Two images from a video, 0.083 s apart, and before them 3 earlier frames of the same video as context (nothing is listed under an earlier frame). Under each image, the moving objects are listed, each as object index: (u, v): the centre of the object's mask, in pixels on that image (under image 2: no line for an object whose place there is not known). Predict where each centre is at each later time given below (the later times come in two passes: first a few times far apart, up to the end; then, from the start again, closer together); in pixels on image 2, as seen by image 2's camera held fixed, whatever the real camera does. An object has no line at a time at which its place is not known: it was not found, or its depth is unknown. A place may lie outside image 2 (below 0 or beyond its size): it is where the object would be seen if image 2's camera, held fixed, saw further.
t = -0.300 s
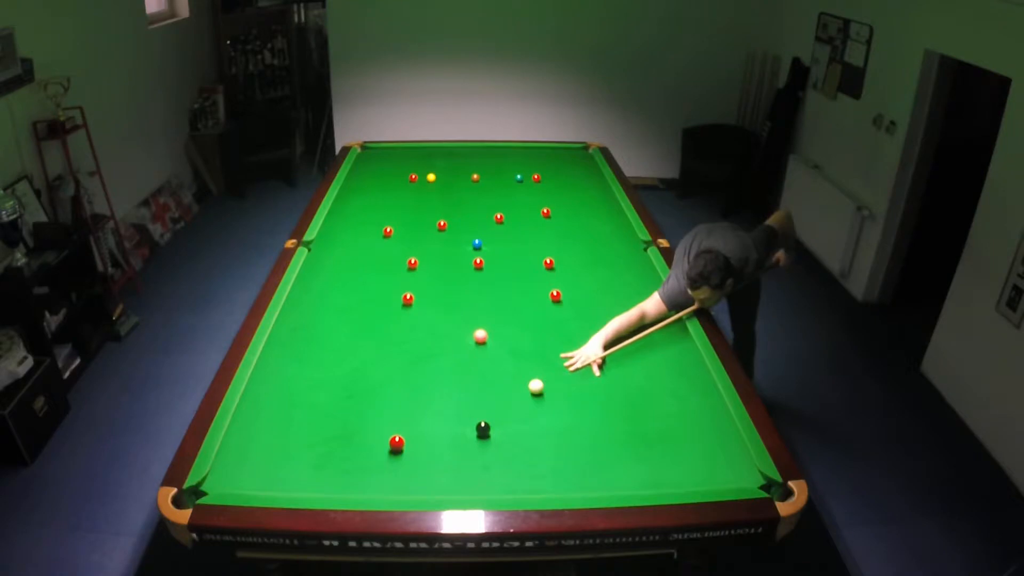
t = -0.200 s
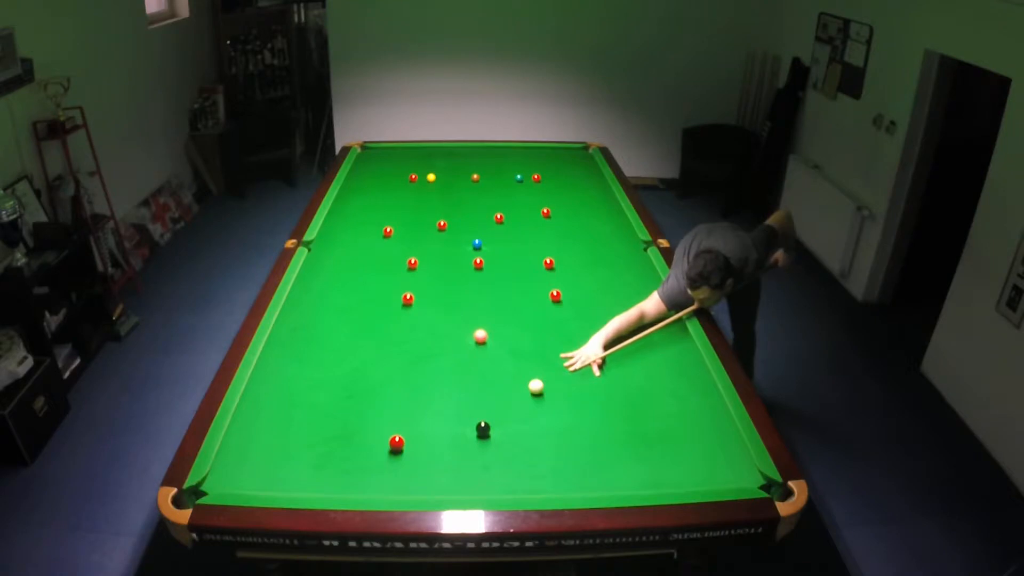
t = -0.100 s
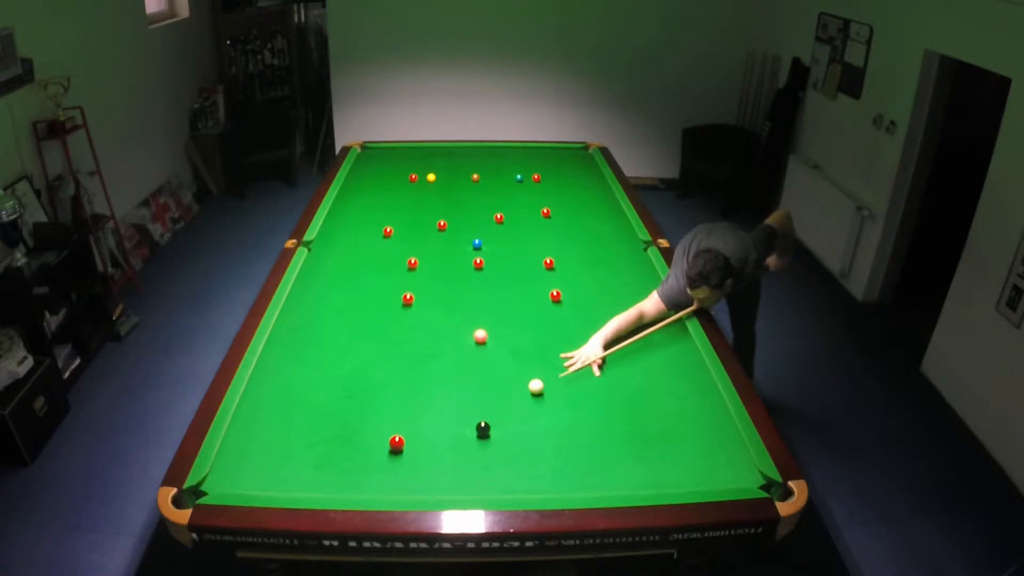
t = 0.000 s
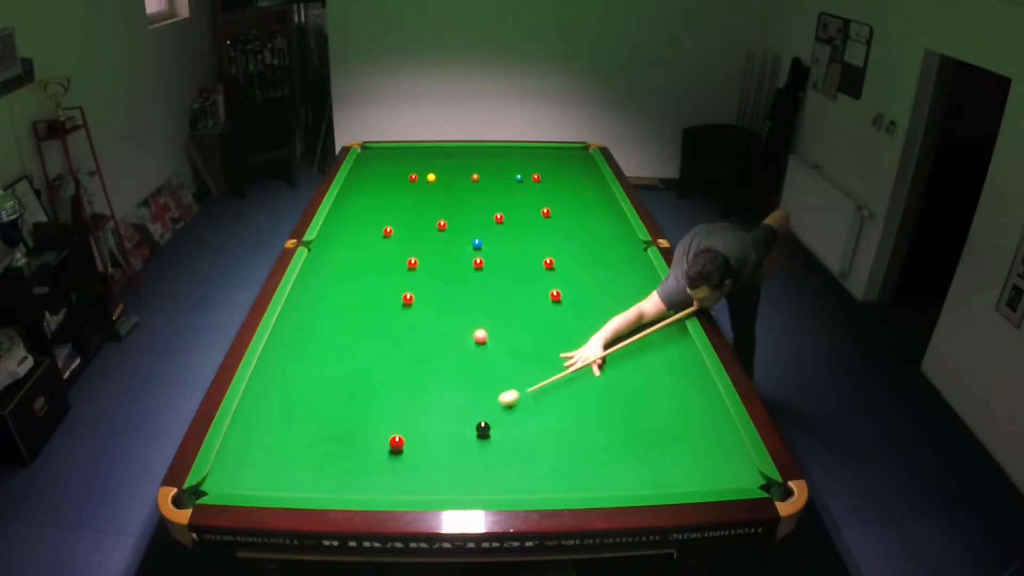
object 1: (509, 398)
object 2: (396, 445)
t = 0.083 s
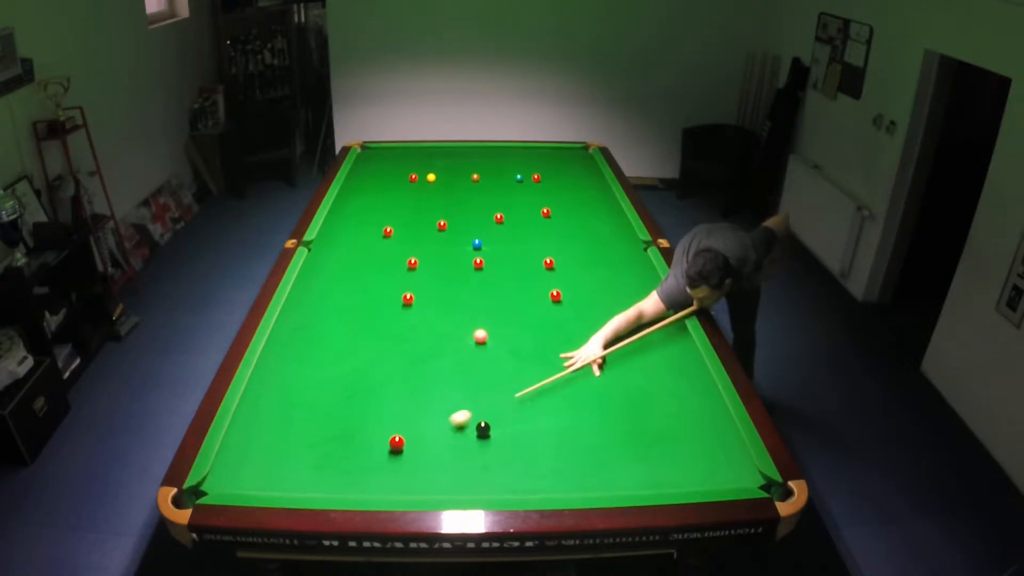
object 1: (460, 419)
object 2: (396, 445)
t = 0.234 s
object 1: (412, 445)
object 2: (359, 453)
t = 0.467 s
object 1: (404, 467)
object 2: (241, 480)
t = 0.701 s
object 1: (394, 488)
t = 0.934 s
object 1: (393, 481)
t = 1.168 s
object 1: (393, 470)
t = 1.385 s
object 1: (393, 461)
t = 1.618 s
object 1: (393, 452)
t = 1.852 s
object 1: (394, 445)
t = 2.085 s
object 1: (394, 439)
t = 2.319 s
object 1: (393, 435)
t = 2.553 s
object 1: (393, 431)
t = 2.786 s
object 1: (393, 429)
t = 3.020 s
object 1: (393, 428)
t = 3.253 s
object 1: (393, 428)
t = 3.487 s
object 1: (393, 428)
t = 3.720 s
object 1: (393, 428)
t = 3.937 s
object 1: (393, 428)
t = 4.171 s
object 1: (393, 428)
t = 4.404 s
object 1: (393, 428)
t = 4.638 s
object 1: (392, 428)
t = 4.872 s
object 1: (393, 428)
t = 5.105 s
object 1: (393, 427)
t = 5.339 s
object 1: (393, 427)
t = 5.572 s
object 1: (393, 427)
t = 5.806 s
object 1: (393, 427)
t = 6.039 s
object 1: (393, 428)
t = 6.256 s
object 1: (393, 428)
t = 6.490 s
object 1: (393, 428)
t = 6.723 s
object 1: (393, 428)
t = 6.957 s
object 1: (393, 428)
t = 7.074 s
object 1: (393, 428)
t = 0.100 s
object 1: (451, 423)
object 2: (396, 445)
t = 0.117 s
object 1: (441, 427)
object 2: (396, 445)
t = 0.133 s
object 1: (432, 430)
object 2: (396, 445)
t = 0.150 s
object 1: (422, 434)
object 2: (396, 445)
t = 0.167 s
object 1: (414, 438)
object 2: (395, 444)
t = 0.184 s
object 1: (412, 441)
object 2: (387, 446)
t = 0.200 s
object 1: (412, 442)
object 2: (377, 448)
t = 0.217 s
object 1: (412, 444)
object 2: (368, 450)
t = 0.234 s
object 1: (412, 445)
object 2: (359, 453)
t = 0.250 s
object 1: (412, 447)
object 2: (350, 455)
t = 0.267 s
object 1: (411, 448)
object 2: (340, 457)
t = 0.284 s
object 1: (411, 450)
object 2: (331, 460)
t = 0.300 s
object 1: (410, 452)
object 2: (322, 462)
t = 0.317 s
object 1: (409, 453)
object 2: (313, 464)
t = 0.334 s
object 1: (409, 454)
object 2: (305, 466)
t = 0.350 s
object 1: (408, 456)
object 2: (296, 468)
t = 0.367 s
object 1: (408, 457)
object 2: (287, 470)
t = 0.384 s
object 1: (407, 459)
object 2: (279, 472)
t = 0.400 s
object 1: (406, 460)
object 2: (271, 474)
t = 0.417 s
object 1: (406, 462)
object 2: (263, 476)
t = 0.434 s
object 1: (405, 464)
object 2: (256, 477)
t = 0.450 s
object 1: (404, 465)
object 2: (248, 479)
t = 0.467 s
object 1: (404, 467)
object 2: (241, 480)
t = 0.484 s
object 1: (403, 468)
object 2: (234, 481)
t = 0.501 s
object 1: (402, 470)
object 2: (227, 482)
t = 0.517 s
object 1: (402, 471)
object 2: (220, 484)
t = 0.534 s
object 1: (401, 473)
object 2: (213, 485)
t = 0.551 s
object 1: (400, 474)
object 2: (206, 487)
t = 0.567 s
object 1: (400, 476)
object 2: (200, 489)
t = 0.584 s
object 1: (399, 477)
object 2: (196, 492)
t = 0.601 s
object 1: (398, 479)
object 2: (194, 495)
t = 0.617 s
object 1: (398, 480)
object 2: (191, 501)
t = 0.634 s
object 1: (397, 482)
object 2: (188, 505)
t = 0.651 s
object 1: (396, 484)
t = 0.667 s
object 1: (396, 485)
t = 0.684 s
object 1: (395, 487)
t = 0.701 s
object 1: (394, 488)
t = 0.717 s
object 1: (394, 488)
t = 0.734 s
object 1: (393, 490)
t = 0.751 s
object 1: (393, 490)
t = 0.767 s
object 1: (393, 489)
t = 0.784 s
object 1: (393, 488)
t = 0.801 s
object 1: (393, 488)
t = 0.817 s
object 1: (393, 487)
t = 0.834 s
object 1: (393, 487)
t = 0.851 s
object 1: (393, 486)
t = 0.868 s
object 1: (393, 486)
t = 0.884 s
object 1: (393, 484)
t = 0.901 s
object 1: (393, 483)
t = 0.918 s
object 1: (393, 482)
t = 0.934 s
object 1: (393, 481)
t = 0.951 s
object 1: (393, 480)
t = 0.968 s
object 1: (393, 479)
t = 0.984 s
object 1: (393, 479)
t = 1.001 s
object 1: (393, 477)
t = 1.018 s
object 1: (393, 477)
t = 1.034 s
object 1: (393, 476)
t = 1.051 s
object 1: (393, 475)
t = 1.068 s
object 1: (393, 474)
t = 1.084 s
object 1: (393, 474)
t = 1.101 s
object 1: (393, 473)
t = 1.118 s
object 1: (393, 472)
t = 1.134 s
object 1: (393, 471)
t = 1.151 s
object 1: (393, 470)
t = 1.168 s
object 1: (393, 470)
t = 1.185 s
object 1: (393, 469)
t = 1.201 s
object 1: (393, 468)
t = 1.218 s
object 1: (393, 468)
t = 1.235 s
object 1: (393, 467)
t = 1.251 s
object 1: (393, 466)
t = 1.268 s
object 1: (393, 465)
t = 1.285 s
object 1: (393, 465)
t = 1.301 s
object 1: (393, 464)
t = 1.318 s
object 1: (393, 463)
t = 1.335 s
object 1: (393, 463)
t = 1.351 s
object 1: (393, 462)
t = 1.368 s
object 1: (393, 461)
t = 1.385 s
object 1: (393, 461)
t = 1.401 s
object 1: (393, 460)
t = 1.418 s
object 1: (393, 459)
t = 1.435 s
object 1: (393, 459)
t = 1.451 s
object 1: (393, 458)
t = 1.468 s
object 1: (393, 457)
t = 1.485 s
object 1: (393, 457)
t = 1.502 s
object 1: (393, 456)
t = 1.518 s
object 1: (393, 456)
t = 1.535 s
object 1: (393, 455)
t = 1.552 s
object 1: (393, 454)
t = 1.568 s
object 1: (393, 454)
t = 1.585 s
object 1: (393, 453)
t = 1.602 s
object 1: (393, 453)
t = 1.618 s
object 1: (393, 452)
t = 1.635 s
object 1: (393, 452)
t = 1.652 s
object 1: (393, 451)
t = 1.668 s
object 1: (393, 451)
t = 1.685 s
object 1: (394, 450)
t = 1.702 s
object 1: (394, 450)
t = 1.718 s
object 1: (393, 449)
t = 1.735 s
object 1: (393, 449)
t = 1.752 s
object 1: (393, 448)
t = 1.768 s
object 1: (394, 448)
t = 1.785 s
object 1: (394, 447)
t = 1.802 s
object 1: (394, 447)
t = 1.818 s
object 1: (394, 446)
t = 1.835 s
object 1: (394, 446)
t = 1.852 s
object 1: (394, 445)
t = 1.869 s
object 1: (394, 445)
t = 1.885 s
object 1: (394, 445)
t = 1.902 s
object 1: (394, 444)
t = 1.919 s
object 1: (394, 444)
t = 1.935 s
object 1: (394, 443)
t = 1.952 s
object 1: (394, 443)
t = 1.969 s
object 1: (394, 442)
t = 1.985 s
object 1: (394, 442)
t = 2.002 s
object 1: (394, 442)
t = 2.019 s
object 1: (393, 441)
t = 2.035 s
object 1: (393, 441)
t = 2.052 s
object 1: (393, 440)
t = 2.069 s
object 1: (394, 440)
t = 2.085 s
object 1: (394, 439)
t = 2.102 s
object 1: (393, 439)
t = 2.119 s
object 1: (394, 439)
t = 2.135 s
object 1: (393, 439)
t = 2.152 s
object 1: (393, 438)
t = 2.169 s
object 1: (393, 438)
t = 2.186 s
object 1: (393, 437)
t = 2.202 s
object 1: (393, 437)
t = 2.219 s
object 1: (393, 437)
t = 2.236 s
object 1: (393, 437)
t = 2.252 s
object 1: (393, 436)
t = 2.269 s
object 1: (393, 436)
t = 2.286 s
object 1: (393, 436)
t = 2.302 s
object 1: (393, 435)
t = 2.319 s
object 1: (393, 435)
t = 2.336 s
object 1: (393, 435)
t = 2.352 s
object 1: (393, 434)
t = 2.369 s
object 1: (393, 434)
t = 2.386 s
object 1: (393, 434)
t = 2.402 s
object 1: (393, 434)
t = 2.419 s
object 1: (393, 433)
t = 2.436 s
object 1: (393, 433)
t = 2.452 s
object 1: (393, 433)
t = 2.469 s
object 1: (393, 433)
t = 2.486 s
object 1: (393, 432)
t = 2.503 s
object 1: (393, 432)
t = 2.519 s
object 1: (393, 432)
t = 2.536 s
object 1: (393, 432)
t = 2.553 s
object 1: (393, 431)
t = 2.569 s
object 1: (393, 431)
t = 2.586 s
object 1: (393, 431)
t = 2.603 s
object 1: (393, 431)
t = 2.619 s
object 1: (393, 431)
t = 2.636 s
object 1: (393, 431)
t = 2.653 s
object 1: (393, 431)
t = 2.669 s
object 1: (393, 430)
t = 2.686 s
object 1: (393, 430)
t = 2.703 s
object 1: (393, 430)
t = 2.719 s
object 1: (393, 430)
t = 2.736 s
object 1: (393, 430)
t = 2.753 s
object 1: (393, 429)
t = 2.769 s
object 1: (393, 429)
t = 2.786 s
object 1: (393, 429)
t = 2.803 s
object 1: (393, 429)
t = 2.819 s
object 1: (393, 429)
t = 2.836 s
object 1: (393, 429)
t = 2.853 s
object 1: (393, 429)
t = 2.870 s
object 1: (393, 429)
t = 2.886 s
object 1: (393, 428)
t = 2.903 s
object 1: (393, 428)
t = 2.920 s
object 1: (393, 428)
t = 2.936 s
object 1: (393, 428)
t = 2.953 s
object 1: (393, 428)
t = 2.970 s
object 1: (393, 428)
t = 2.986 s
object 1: (393, 428)
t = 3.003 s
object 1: (393, 428)
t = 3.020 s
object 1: (393, 428)
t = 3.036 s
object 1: (393, 428)
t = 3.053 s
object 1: (393, 428)
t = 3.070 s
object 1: (393, 428)
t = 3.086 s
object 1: (393, 428)
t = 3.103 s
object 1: (393, 428)
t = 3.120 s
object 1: (393, 428)
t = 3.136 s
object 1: (393, 428)
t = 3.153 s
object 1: (393, 428)
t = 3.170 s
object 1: (393, 428)
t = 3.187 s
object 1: (393, 428)
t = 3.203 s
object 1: (393, 428)
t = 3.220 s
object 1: (393, 428)
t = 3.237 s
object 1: (393, 428)
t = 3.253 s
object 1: (393, 428)
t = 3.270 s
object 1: (393, 428)
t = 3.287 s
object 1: (393, 428)
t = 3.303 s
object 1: (393, 428)
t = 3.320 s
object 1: (393, 428)
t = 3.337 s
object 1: (393, 428)
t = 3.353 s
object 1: (393, 428)
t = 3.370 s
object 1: (393, 428)
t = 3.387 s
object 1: (393, 428)
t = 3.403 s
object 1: (393, 428)
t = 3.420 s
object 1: (393, 428)
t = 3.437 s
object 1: (393, 428)
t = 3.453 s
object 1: (393, 428)
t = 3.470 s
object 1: (393, 428)
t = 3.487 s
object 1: (393, 428)
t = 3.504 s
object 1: (393, 428)
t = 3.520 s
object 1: (393, 428)
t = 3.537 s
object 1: (393, 428)
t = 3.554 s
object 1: (393, 428)
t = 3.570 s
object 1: (393, 428)
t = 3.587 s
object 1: (393, 428)
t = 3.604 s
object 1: (393, 428)
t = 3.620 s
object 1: (393, 428)
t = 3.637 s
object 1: (393, 428)
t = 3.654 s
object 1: (393, 428)
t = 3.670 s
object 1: (393, 428)
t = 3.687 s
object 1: (393, 428)
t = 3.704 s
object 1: (393, 428)
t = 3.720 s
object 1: (393, 428)
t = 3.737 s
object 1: (393, 428)
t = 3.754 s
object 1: (393, 428)
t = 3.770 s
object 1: (393, 428)
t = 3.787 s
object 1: (393, 428)
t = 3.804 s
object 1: (393, 428)
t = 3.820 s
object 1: (393, 428)
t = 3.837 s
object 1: (393, 428)
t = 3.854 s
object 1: (393, 428)
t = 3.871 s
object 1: (393, 428)
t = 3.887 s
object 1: (393, 428)
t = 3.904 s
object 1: (393, 428)
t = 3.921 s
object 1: (393, 428)
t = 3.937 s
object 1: (393, 428)
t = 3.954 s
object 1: (393, 428)
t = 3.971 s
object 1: (393, 428)
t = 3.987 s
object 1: (393, 428)
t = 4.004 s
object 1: (393, 428)
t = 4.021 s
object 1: (393, 428)
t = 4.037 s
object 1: (393, 428)
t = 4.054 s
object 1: (393, 428)
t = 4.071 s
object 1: (393, 428)
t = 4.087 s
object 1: (393, 428)
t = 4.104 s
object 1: (393, 428)
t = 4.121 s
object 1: (393, 428)
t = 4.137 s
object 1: (393, 428)
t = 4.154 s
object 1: (393, 428)
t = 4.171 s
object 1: (393, 428)
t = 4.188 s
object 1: (393, 428)
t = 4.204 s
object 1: (393, 428)
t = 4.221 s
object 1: (393, 428)
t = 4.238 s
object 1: (393, 428)
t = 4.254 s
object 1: (393, 428)
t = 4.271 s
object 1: (393, 428)
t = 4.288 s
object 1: (393, 428)
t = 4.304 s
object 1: (393, 428)
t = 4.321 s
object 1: (393, 428)
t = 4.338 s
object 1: (393, 428)
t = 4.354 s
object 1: (393, 428)
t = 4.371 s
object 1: (393, 428)
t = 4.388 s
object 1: (393, 428)
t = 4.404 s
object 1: (393, 428)
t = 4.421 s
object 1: (393, 429)
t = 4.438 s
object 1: (393, 428)
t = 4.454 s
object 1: (393, 429)
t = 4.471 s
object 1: (393, 429)
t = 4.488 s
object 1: (393, 429)
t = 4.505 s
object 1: (393, 429)
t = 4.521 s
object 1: (393, 429)
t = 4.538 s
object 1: (393, 429)
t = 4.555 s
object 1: (393, 429)
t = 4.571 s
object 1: (393, 429)
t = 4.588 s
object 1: (393, 429)
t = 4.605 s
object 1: (393, 429)
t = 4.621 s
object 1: (393, 429)
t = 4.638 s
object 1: (392, 428)
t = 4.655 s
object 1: (388, 428)
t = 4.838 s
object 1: (394, 427)
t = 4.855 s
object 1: (393, 428)
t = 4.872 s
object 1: (393, 428)
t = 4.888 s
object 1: (393, 427)
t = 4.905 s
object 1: (393, 427)
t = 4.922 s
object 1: (393, 427)
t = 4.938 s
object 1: (393, 427)
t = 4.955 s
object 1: (393, 427)
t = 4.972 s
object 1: (393, 427)
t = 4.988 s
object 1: (393, 427)
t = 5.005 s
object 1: (393, 427)
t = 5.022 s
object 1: (393, 427)
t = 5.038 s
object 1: (393, 427)
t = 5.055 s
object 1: (393, 427)
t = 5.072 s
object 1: (393, 427)
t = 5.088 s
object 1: (393, 427)
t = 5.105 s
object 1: (393, 427)
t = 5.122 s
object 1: (393, 427)
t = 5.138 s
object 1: (393, 427)
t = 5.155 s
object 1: (393, 427)
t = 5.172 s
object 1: (393, 427)
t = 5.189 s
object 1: (393, 427)
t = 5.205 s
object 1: (393, 427)
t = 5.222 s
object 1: (393, 427)
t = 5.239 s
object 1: (393, 427)
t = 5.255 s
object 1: (393, 427)
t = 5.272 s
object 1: (393, 427)
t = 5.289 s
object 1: (393, 427)
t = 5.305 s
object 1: (393, 427)
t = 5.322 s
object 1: (393, 427)
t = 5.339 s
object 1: (393, 427)
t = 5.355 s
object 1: (393, 427)
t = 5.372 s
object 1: (393, 427)
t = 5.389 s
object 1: (393, 427)
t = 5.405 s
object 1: (393, 427)
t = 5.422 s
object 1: (393, 427)
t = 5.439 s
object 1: (393, 427)
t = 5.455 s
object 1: (393, 427)
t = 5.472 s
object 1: (393, 427)
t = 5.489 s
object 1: (393, 427)
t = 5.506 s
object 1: (393, 427)
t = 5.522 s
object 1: (393, 427)
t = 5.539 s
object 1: (393, 427)
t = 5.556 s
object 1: (393, 427)
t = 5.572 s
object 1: (393, 427)
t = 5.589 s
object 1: (393, 427)
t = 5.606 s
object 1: (393, 427)
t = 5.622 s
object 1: (393, 427)
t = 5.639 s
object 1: (393, 427)
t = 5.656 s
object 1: (393, 427)
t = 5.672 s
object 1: (393, 427)
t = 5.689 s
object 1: (393, 427)
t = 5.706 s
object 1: (393, 427)
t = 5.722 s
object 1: (393, 427)
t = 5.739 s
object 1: (393, 427)
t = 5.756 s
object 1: (393, 427)
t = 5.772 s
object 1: (393, 427)
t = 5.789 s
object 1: (393, 427)
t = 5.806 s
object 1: (393, 427)
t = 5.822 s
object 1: (393, 427)
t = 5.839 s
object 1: (393, 427)
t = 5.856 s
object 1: (393, 427)
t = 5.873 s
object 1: (393, 427)
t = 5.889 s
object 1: (393, 427)
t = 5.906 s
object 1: (393, 427)
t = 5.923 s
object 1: (393, 427)
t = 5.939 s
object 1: (393, 427)
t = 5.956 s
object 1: (393, 427)
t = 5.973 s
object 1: (393, 427)
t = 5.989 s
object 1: (393, 428)
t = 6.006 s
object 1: (393, 427)
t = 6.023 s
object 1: (393, 427)
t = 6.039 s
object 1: (393, 428)
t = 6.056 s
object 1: (393, 428)
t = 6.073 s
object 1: (393, 428)
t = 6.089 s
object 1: (393, 428)
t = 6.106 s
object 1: (393, 428)
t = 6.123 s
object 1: (393, 428)
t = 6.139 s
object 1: (393, 428)
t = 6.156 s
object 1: (393, 428)
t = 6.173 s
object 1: (393, 428)
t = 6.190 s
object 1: (393, 428)
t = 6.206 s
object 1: (393, 428)
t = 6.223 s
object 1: (393, 428)
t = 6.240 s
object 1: (393, 428)
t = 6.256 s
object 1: (393, 428)
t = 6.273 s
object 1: (393, 428)
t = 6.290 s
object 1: (393, 428)
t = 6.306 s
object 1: (393, 428)
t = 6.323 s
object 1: (393, 428)
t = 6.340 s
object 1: (393, 428)
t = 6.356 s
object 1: (393, 428)
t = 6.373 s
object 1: (393, 428)
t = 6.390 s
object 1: (393, 428)
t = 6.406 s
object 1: (393, 428)
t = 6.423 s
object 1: (393, 428)
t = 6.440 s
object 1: (393, 428)
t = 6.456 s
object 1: (393, 428)
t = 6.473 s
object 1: (393, 428)
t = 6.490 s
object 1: (393, 428)
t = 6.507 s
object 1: (393, 428)
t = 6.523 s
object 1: (393, 428)
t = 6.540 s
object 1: (393, 428)
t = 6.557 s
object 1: (393, 428)
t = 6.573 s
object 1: (393, 428)
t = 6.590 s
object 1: (393, 428)
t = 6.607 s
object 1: (393, 428)
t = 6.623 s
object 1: (393, 428)
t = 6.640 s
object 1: (393, 428)
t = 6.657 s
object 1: (393, 428)
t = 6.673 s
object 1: (393, 428)
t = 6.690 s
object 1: (393, 428)
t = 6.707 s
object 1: (393, 428)
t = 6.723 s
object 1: (393, 428)
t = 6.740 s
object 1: (393, 428)
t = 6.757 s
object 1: (393, 428)
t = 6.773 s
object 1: (393, 428)
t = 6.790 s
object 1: (393, 428)
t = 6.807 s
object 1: (393, 428)
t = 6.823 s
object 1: (393, 428)
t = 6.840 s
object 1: (393, 428)
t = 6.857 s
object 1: (393, 428)
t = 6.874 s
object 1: (393, 428)
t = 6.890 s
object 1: (393, 428)
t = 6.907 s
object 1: (393, 428)
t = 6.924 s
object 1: (393, 428)
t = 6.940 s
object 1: (393, 428)
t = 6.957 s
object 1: (393, 428)
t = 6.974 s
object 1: (393, 428)
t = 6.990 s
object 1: (393, 428)
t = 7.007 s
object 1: (393, 428)
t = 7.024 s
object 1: (393, 428)
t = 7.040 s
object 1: (393, 428)
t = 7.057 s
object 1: (393, 428)
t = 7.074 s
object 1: (393, 428)
